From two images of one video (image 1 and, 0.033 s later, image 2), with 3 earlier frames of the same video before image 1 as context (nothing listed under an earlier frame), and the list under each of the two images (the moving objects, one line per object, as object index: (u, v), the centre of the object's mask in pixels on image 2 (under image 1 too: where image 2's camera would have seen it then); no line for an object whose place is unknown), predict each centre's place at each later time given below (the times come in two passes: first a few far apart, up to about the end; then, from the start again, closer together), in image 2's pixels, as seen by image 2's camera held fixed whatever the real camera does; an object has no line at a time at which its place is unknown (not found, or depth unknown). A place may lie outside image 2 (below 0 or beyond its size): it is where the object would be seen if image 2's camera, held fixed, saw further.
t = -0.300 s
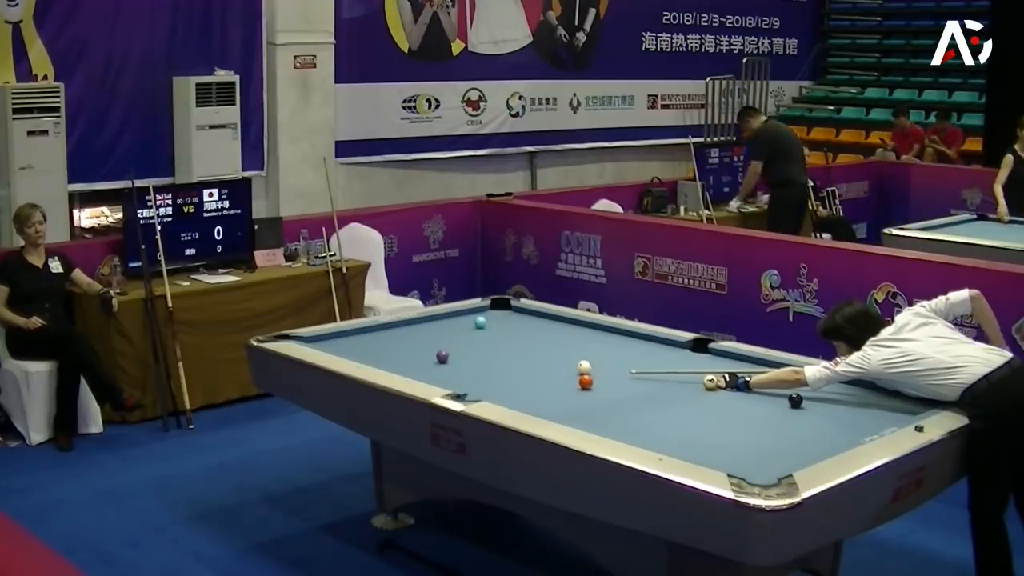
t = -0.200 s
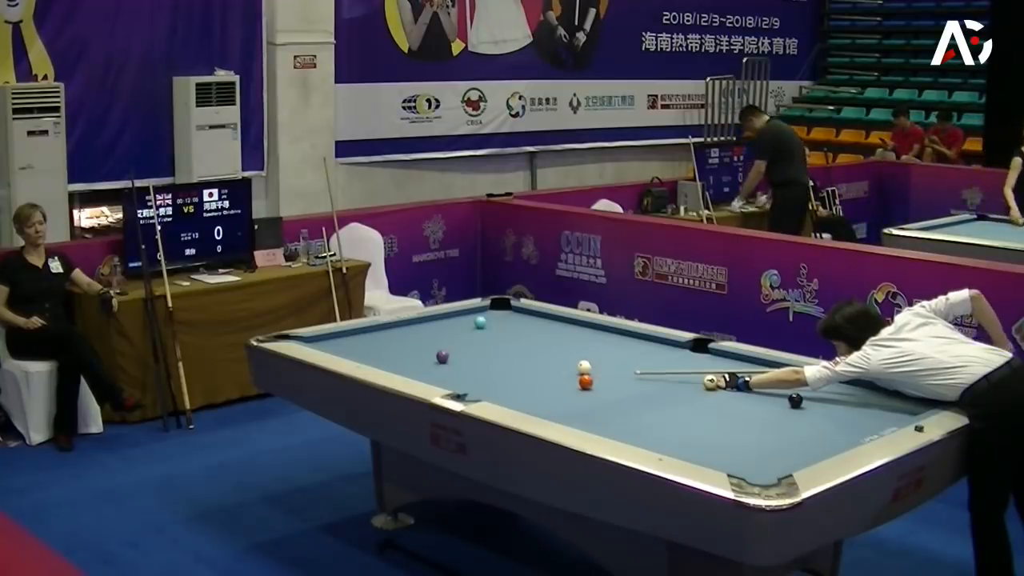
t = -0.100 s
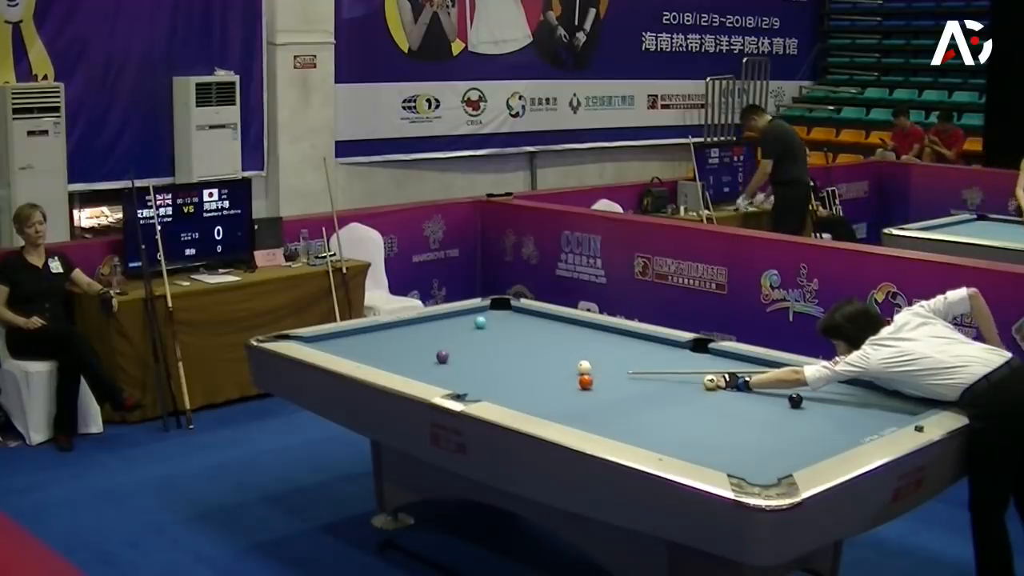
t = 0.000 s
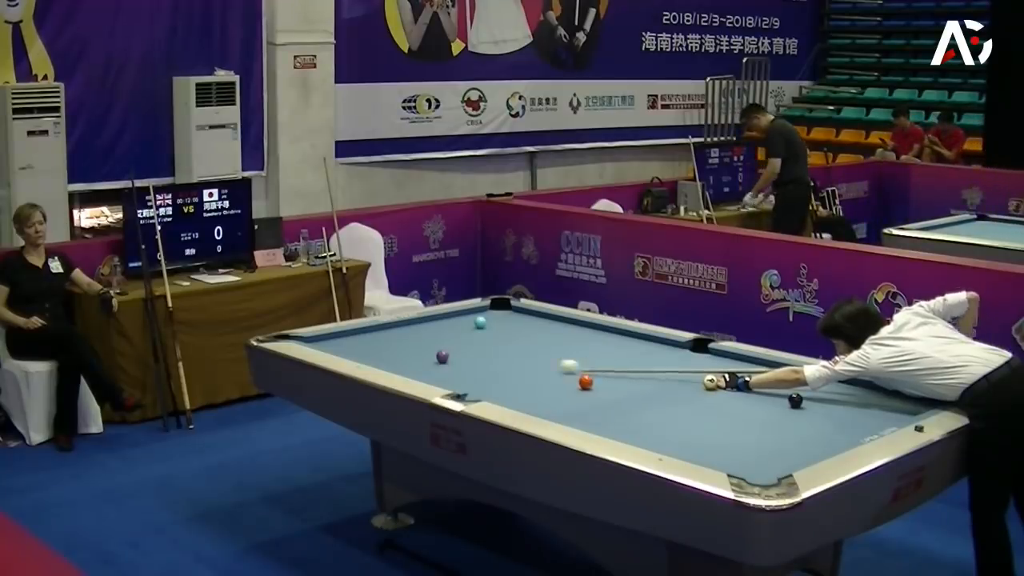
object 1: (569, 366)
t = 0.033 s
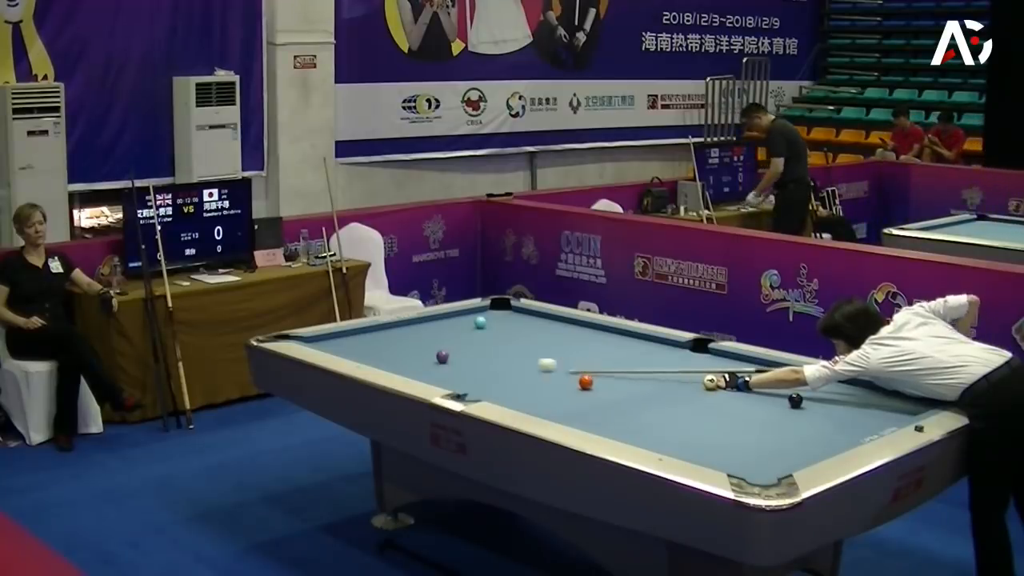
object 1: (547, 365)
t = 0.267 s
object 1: (453, 359)
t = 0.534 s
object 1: (450, 361)
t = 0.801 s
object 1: (449, 364)
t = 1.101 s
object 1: (447, 365)
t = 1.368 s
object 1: (446, 367)
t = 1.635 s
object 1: (445, 367)
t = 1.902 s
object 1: (444, 367)
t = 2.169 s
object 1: (443, 368)
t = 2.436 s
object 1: (444, 368)
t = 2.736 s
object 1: (444, 368)
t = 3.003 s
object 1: (444, 368)
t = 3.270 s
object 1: (444, 368)
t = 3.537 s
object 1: (444, 368)
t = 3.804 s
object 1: (444, 368)
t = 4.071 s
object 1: (444, 368)
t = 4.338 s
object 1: (444, 368)
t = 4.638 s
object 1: (443, 368)
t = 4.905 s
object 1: (444, 368)
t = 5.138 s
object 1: (443, 368)
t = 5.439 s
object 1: (443, 368)
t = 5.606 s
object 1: (440, 368)
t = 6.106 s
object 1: (447, 367)
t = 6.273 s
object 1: (443, 367)
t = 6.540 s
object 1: (443, 368)
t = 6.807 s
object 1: (443, 368)
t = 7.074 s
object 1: (443, 368)
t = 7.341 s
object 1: (443, 368)
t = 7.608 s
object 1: (443, 368)
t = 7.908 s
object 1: (444, 368)
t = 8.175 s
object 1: (444, 368)
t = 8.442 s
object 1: (444, 368)
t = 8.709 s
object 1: (444, 368)
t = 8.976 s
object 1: (444, 368)
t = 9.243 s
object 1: (444, 368)
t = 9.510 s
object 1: (443, 368)
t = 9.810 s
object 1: (444, 368)
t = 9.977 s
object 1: (444, 368)
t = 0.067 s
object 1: (526, 363)
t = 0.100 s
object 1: (505, 361)
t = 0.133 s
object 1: (486, 360)
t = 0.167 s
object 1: (467, 358)
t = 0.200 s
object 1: (454, 358)
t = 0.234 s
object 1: (453, 359)
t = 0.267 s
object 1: (453, 359)
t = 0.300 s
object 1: (452, 359)
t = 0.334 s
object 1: (452, 360)
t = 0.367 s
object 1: (452, 360)
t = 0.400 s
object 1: (451, 360)
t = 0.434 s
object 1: (451, 360)
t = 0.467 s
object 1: (451, 361)
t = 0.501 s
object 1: (451, 361)
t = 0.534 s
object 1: (450, 361)
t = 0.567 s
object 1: (450, 361)
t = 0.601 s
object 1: (450, 362)
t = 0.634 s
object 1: (450, 362)
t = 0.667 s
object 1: (450, 362)
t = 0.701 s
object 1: (449, 363)
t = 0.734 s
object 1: (449, 363)
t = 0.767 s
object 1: (449, 363)
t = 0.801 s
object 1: (449, 364)
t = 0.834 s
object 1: (448, 364)
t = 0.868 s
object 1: (448, 364)
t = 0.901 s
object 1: (448, 364)
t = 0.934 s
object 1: (448, 364)
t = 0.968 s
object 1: (448, 365)
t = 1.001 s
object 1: (448, 365)
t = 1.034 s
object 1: (447, 365)
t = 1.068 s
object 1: (447, 365)
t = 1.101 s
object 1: (447, 365)
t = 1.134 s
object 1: (447, 366)
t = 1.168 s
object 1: (447, 366)
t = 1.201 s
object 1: (447, 366)
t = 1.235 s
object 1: (447, 366)
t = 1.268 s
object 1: (447, 366)
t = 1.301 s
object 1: (447, 366)
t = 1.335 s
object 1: (446, 367)
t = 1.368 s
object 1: (446, 367)
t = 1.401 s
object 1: (446, 367)
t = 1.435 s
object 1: (446, 367)
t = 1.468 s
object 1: (446, 367)
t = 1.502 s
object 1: (446, 367)
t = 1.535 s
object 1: (446, 367)
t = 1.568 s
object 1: (445, 367)
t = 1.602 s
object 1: (445, 367)
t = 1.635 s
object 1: (445, 367)
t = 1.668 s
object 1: (444, 367)
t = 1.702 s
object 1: (445, 368)
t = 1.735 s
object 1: (444, 368)
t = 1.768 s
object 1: (444, 368)
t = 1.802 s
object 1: (444, 367)
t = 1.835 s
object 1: (444, 368)
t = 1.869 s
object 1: (444, 368)
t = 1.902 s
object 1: (444, 367)
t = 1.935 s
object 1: (444, 368)
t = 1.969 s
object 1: (444, 368)
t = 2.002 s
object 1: (444, 368)
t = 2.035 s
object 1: (444, 368)
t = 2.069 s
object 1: (444, 368)
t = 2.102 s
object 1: (443, 368)
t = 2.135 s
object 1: (443, 368)
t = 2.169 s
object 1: (443, 368)
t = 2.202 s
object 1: (444, 368)
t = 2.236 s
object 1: (444, 368)
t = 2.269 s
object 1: (443, 368)
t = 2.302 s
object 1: (444, 368)
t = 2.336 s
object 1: (444, 368)
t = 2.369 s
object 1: (444, 368)
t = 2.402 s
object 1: (444, 368)
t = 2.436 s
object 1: (444, 368)
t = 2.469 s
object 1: (444, 368)
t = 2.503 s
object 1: (444, 368)
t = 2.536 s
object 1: (444, 368)
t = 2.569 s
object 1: (444, 368)
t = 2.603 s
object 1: (444, 368)
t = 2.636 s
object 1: (444, 368)
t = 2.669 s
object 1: (444, 368)
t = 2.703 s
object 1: (443, 368)
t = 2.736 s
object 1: (444, 368)
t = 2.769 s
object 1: (444, 368)
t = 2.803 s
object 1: (444, 368)
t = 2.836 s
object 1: (443, 368)
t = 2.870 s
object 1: (444, 368)
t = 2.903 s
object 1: (444, 368)
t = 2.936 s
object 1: (443, 368)
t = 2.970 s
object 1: (444, 368)
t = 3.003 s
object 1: (444, 368)
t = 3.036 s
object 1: (444, 368)
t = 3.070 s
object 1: (444, 368)
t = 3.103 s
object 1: (444, 368)
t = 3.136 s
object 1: (444, 368)
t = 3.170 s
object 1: (444, 368)
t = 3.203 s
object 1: (444, 368)
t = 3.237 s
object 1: (444, 368)
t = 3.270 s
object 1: (444, 368)
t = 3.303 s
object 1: (443, 368)
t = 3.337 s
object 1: (444, 368)
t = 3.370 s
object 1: (444, 368)
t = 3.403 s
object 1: (444, 368)
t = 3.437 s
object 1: (444, 368)
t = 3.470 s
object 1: (444, 368)
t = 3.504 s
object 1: (444, 368)
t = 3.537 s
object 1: (444, 368)
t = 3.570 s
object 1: (444, 368)
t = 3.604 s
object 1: (444, 368)
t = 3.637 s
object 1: (444, 368)
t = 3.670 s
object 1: (444, 368)
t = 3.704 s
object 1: (444, 368)
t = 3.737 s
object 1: (444, 368)
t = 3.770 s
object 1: (444, 368)
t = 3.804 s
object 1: (444, 368)
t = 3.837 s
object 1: (444, 368)
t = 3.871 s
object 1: (444, 368)
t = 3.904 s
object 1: (444, 368)
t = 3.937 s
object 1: (444, 368)
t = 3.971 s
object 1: (444, 368)
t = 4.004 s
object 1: (444, 368)
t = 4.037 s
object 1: (444, 368)
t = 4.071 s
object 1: (444, 368)
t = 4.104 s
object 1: (444, 368)
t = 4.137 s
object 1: (444, 368)
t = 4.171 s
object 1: (444, 368)
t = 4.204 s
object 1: (444, 368)
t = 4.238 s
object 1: (444, 368)
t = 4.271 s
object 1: (444, 368)
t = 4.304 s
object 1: (444, 368)
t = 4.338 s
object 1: (444, 368)
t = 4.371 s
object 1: (444, 368)
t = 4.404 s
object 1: (444, 368)
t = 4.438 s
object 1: (443, 368)
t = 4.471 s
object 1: (444, 368)
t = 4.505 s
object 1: (444, 368)
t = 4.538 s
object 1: (444, 368)
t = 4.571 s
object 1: (443, 368)
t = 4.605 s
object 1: (444, 368)
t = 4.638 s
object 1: (443, 368)
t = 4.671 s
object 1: (444, 368)
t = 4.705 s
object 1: (443, 368)
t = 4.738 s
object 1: (443, 368)
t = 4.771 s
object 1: (443, 368)
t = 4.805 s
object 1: (444, 368)
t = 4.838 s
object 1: (443, 368)
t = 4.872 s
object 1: (444, 368)
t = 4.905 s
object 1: (444, 368)
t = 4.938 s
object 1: (444, 368)
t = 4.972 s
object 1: (444, 368)
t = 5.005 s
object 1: (444, 368)
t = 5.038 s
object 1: (444, 368)
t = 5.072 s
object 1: (444, 368)
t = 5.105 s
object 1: (443, 368)
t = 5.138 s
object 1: (443, 368)
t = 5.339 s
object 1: (445, 365)
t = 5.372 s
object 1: (443, 366)
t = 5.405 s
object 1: (443, 368)
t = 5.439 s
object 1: (443, 368)
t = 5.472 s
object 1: (443, 368)
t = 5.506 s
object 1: (442, 368)
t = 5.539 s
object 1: (443, 368)
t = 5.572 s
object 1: (444, 367)
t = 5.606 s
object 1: (440, 368)
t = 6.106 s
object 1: (447, 367)
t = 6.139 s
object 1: (445, 367)
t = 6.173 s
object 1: (443, 368)
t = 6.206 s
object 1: (443, 368)
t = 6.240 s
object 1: (443, 367)
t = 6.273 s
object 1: (443, 367)
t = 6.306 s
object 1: (443, 368)
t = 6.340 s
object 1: (443, 368)
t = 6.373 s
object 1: (443, 368)
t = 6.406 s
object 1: (443, 367)
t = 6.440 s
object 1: (443, 368)
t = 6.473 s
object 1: (443, 368)
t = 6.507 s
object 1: (443, 368)
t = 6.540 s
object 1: (443, 368)
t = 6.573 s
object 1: (443, 368)
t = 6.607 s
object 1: (443, 368)
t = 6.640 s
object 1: (443, 368)
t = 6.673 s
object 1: (444, 368)
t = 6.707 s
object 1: (443, 368)
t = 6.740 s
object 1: (443, 368)
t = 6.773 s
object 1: (443, 368)
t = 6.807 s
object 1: (443, 368)
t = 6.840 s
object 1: (443, 368)
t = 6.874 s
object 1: (443, 368)
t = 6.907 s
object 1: (443, 368)
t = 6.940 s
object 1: (443, 368)
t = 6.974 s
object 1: (443, 368)
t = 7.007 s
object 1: (443, 368)
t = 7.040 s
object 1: (443, 368)
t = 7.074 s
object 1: (443, 368)
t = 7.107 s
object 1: (443, 368)
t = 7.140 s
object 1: (443, 368)
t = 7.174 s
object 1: (443, 368)
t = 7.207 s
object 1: (443, 368)
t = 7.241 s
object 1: (443, 368)
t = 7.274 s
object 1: (443, 368)
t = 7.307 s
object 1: (444, 368)
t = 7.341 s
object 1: (443, 368)
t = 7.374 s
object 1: (443, 368)
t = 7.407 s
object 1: (443, 368)
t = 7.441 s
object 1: (443, 368)
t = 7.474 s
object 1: (443, 368)
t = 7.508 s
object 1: (443, 368)
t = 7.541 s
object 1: (443, 368)
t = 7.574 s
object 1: (443, 368)
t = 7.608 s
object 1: (443, 368)
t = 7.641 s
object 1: (444, 368)
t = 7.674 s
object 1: (444, 368)
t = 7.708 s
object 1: (443, 368)
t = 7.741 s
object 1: (444, 368)
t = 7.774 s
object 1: (443, 368)
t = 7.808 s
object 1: (444, 368)
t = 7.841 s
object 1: (443, 368)
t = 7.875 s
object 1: (444, 368)
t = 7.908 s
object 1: (444, 368)
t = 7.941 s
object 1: (443, 368)
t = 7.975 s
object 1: (443, 368)
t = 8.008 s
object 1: (444, 368)
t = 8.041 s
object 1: (443, 368)
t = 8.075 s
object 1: (444, 368)
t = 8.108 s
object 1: (443, 368)
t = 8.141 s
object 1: (444, 368)
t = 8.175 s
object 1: (444, 368)
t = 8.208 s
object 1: (444, 368)
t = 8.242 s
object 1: (444, 368)
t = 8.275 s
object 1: (443, 368)
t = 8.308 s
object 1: (443, 368)
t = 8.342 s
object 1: (444, 368)
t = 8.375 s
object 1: (443, 368)
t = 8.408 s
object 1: (444, 368)
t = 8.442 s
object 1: (444, 368)
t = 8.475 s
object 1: (444, 368)
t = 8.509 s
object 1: (444, 368)
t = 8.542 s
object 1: (444, 368)
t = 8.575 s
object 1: (444, 368)
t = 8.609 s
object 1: (444, 368)
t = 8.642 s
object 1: (443, 368)
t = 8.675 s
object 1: (444, 368)
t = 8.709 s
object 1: (444, 368)
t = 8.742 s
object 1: (444, 368)
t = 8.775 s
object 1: (444, 368)
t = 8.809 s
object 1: (444, 368)
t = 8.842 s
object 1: (444, 368)
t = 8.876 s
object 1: (444, 368)
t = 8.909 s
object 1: (443, 368)
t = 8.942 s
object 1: (444, 368)
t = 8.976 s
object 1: (444, 368)
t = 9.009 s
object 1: (444, 368)
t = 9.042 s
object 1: (444, 368)
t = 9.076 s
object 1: (444, 368)
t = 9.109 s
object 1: (443, 368)
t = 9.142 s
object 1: (444, 368)
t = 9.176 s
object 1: (444, 368)
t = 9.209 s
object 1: (444, 368)
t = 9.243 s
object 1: (444, 368)
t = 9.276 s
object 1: (443, 368)
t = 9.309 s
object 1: (444, 368)
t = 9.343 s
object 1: (444, 368)
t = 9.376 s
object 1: (444, 368)
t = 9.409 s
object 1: (444, 368)
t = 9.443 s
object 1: (444, 368)
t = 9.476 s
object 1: (444, 368)
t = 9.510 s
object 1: (443, 368)
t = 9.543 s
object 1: (444, 368)
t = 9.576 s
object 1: (444, 368)
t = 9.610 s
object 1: (444, 368)
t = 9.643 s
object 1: (444, 368)
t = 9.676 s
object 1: (444, 368)
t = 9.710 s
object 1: (443, 368)
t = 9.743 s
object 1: (444, 368)
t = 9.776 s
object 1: (444, 368)
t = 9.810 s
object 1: (444, 368)
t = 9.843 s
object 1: (444, 368)
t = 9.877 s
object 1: (443, 368)
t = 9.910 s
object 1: (444, 368)
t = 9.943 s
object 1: (444, 368)
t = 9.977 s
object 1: (444, 368)
